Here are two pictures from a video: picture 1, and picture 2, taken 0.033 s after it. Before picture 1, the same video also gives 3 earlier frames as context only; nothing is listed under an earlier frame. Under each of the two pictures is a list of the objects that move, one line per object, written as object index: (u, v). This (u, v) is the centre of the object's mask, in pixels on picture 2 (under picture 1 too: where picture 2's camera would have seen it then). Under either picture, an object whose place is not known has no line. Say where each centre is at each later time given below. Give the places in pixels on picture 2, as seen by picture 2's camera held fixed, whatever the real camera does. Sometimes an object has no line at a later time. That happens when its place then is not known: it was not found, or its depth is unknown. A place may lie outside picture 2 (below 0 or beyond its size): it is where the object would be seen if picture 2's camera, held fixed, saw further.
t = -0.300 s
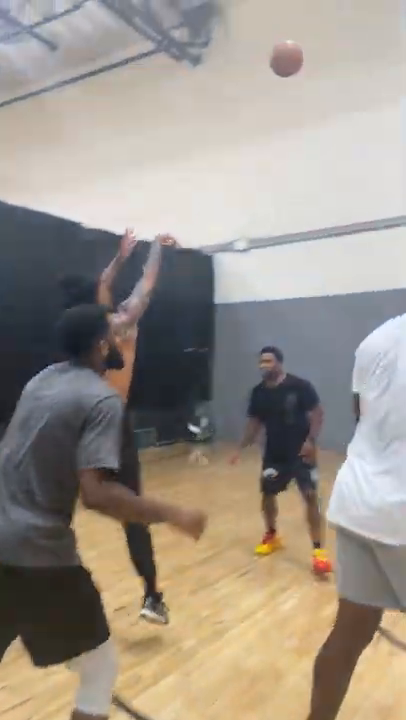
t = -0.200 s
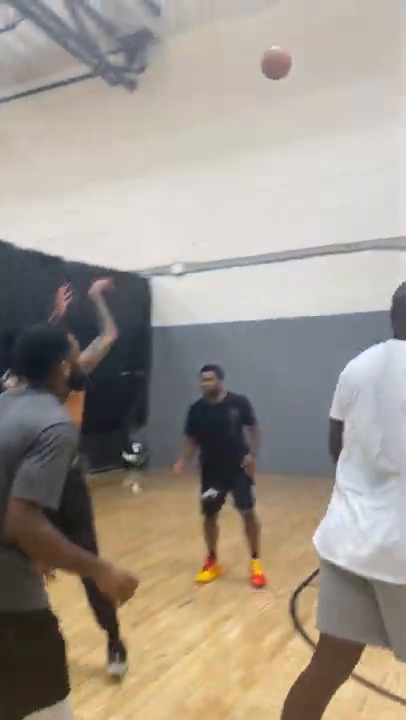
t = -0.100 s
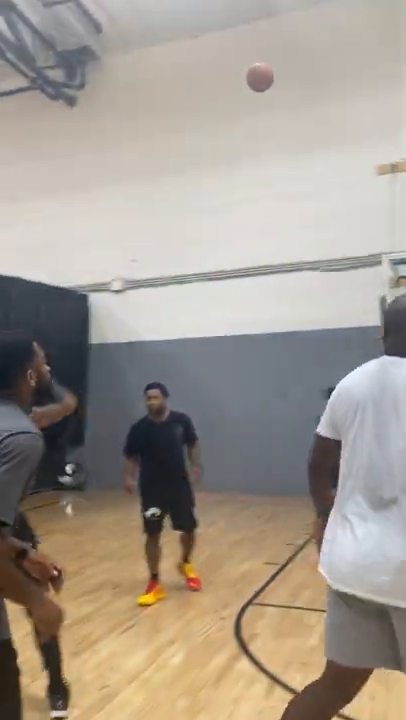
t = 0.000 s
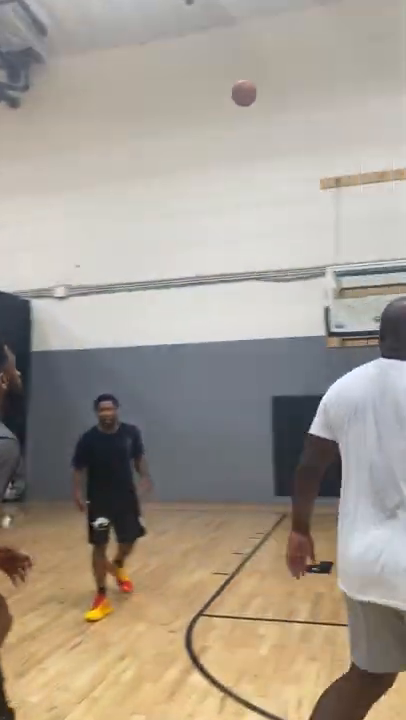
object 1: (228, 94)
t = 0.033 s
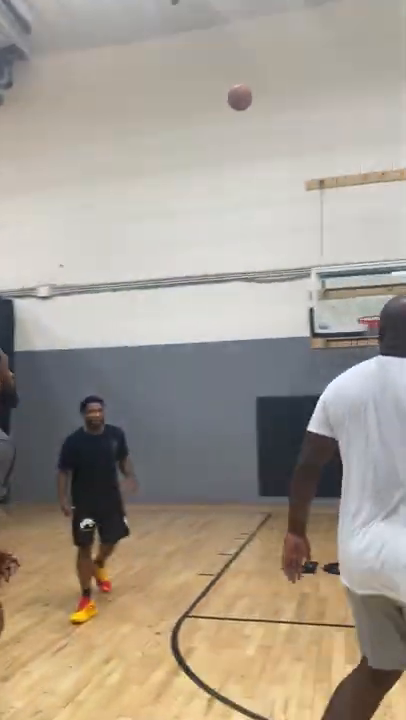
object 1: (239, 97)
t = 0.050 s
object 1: (244, 100)
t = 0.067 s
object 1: (250, 102)
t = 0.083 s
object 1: (255, 106)
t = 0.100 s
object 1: (259, 107)
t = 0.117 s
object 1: (264, 111)
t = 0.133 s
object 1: (269, 113)
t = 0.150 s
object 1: (274, 117)
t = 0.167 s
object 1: (278, 120)
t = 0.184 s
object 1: (282, 124)
